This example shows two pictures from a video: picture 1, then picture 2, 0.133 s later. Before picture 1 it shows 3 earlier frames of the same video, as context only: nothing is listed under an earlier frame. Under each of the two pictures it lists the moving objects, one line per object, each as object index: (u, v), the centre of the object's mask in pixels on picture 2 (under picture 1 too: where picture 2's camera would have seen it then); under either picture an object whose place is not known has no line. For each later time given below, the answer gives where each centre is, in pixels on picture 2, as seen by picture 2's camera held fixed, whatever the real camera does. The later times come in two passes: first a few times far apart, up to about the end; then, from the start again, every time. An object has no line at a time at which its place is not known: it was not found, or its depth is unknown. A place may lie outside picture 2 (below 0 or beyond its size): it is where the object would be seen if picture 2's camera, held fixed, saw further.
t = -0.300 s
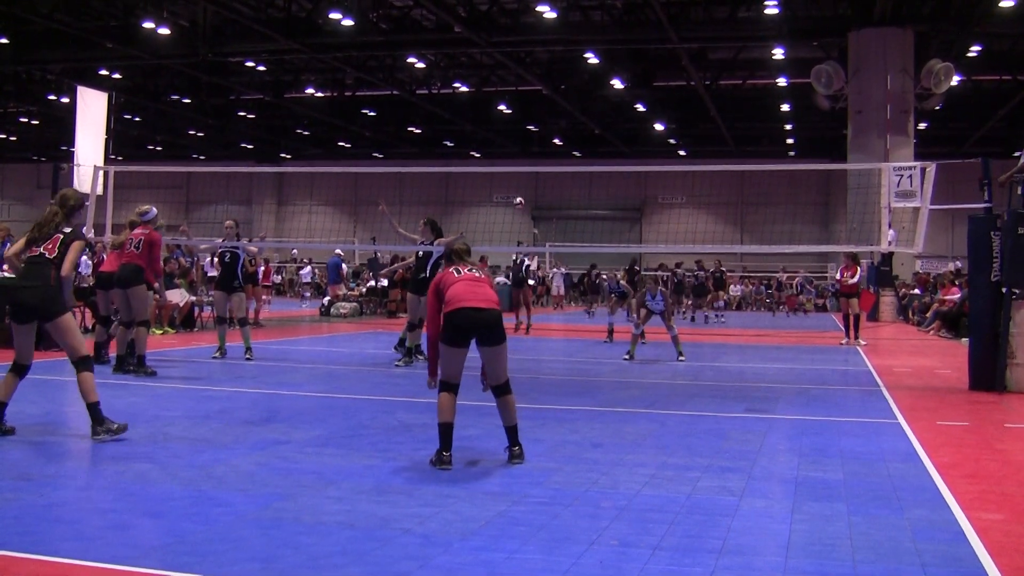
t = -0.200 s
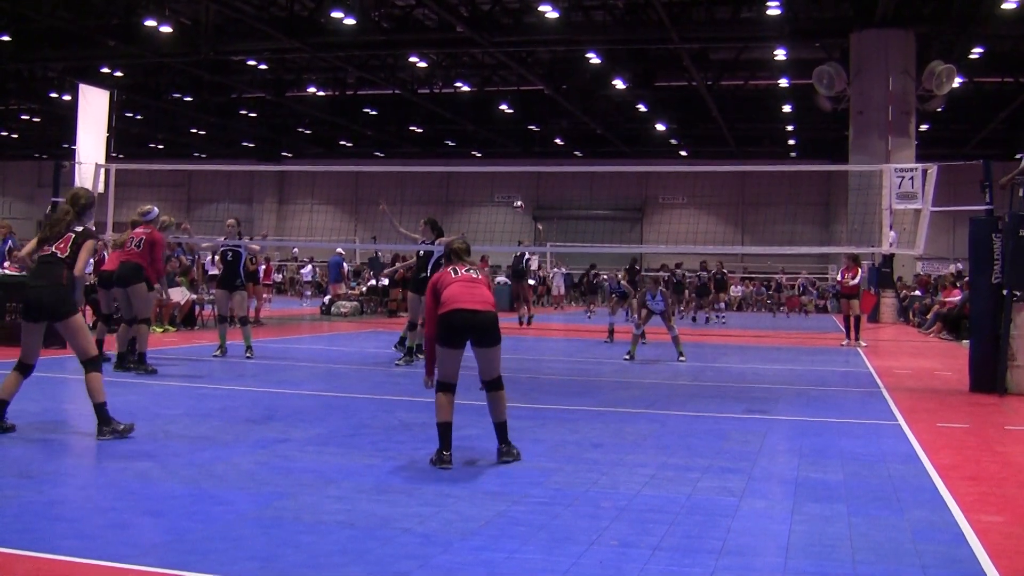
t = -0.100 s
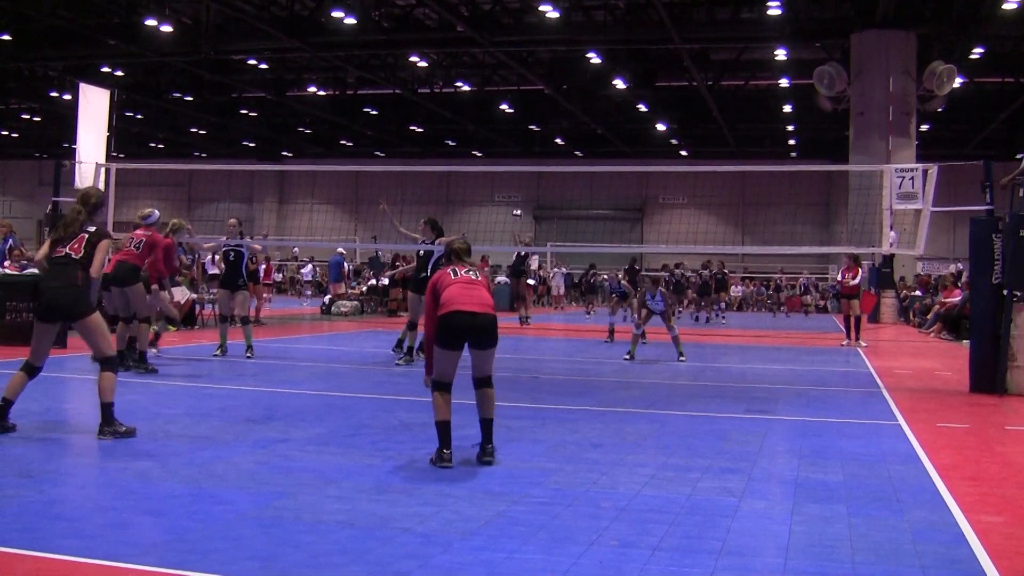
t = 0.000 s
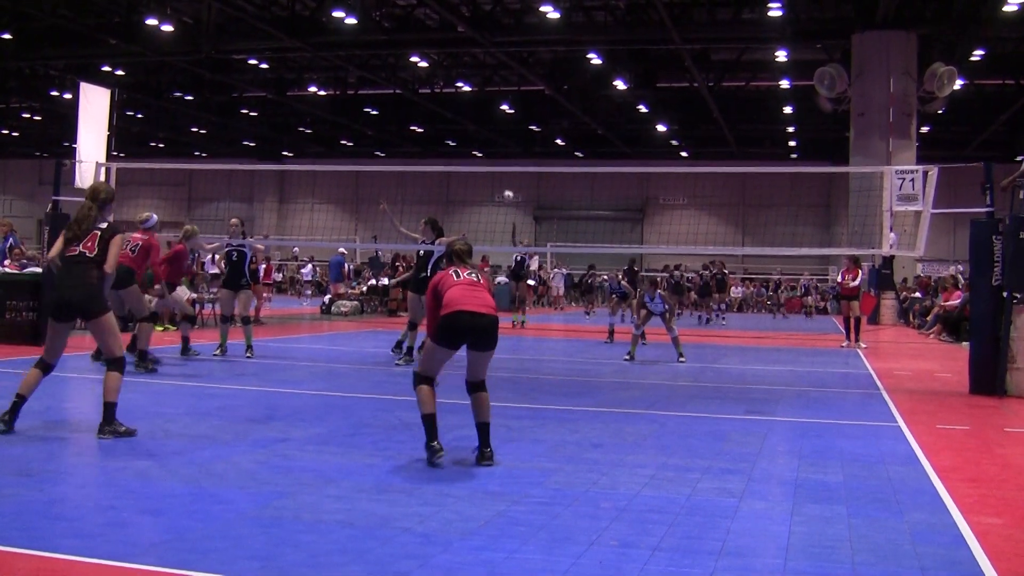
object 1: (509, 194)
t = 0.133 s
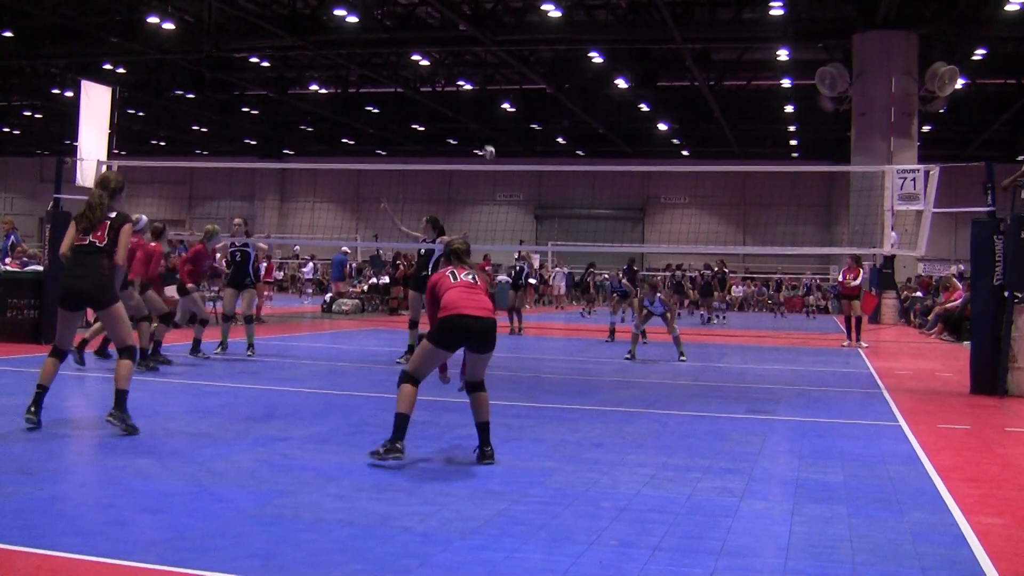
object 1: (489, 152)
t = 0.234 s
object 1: (470, 122)
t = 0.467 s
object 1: (413, 69)
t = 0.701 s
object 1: (334, 49)
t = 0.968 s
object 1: (165, 110)
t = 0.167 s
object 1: (483, 142)
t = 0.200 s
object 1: (476, 132)
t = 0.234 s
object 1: (470, 122)
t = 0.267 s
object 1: (463, 113)
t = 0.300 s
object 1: (455, 105)
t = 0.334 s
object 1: (448, 96)
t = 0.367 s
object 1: (439, 88)
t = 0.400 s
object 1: (431, 81)
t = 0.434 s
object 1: (423, 75)
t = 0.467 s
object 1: (413, 69)
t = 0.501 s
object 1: (404, 64)
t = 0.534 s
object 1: (394, 60)
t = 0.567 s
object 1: (383, 56)
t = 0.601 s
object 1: (372, 53)
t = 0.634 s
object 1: (360, 52)
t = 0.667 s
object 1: (348, 50)
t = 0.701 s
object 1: (334, 49)
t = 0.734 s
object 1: (319, 50)
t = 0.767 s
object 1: (302, 52)
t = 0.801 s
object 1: (284, 56)
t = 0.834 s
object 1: (265, 62)
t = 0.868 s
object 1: (243, 69)
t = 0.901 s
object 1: (220, 80)
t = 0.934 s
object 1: (195, 93)
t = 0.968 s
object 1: (165, 110)
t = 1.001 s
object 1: (133, 130)
